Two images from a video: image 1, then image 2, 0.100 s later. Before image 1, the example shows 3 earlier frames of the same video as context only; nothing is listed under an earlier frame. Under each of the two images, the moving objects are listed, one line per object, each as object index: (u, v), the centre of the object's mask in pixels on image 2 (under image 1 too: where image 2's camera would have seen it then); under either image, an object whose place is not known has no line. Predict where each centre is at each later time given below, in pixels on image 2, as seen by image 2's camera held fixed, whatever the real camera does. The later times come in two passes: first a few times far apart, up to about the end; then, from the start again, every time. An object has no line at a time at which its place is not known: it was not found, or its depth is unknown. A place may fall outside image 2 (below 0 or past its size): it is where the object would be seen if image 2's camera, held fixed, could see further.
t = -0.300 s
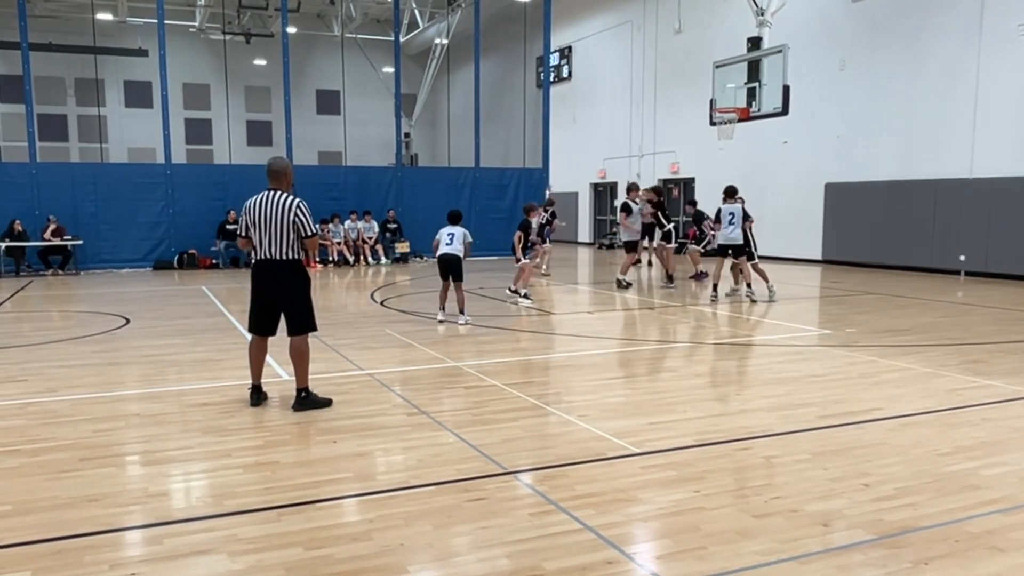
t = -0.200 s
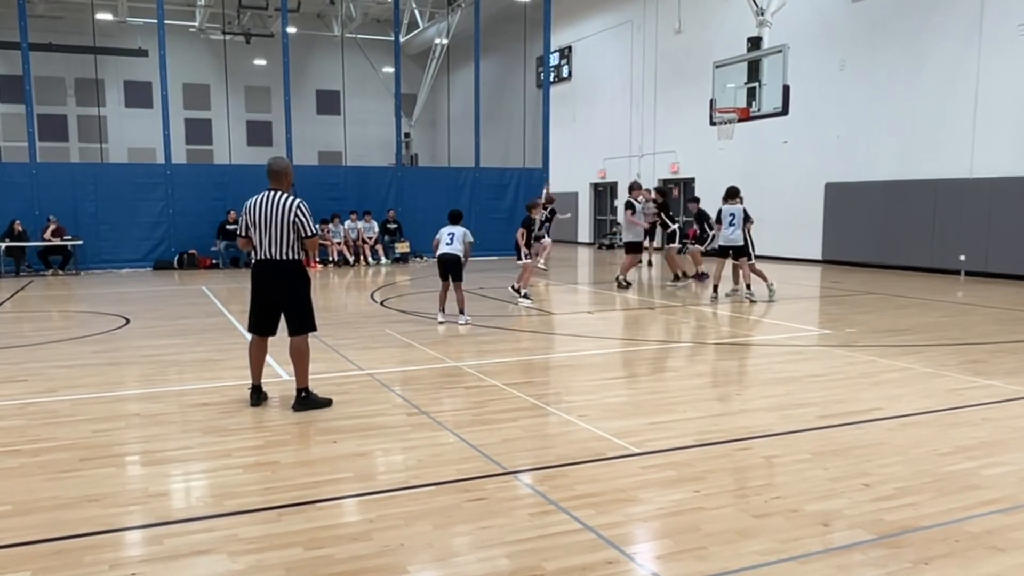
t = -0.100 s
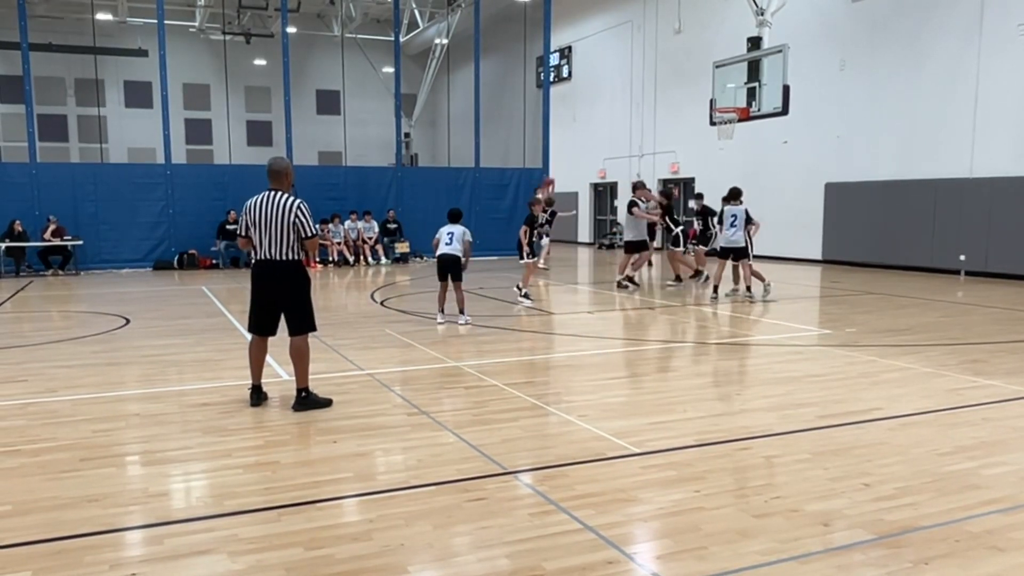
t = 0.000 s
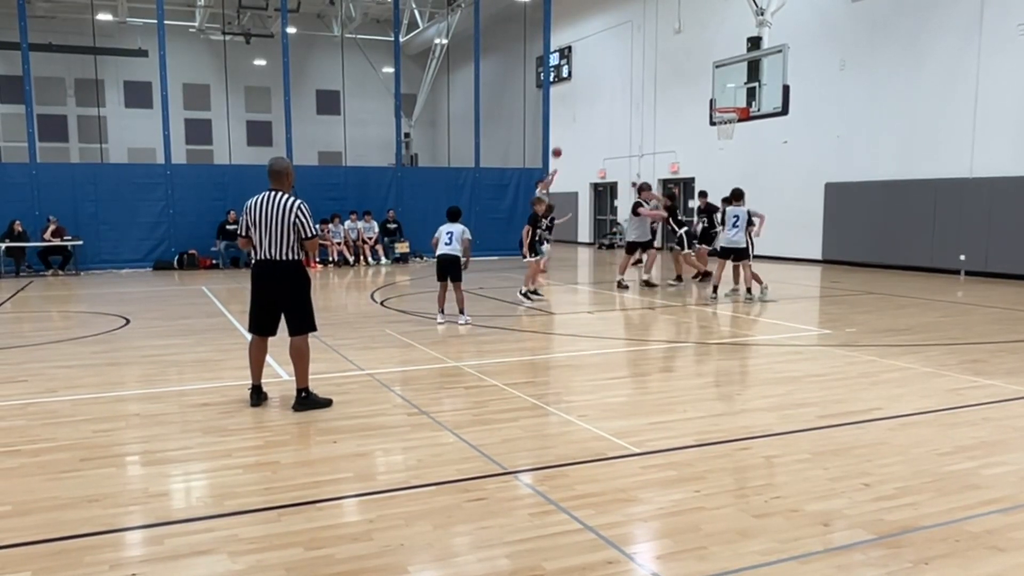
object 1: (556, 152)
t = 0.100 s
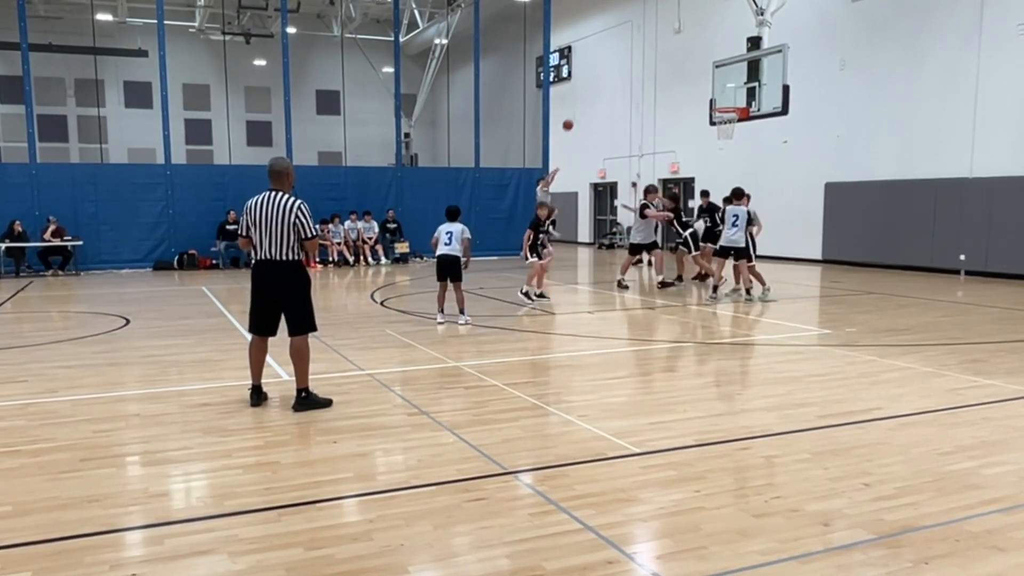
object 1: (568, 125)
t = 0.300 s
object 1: (592, 80)
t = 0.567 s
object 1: (626, 45)
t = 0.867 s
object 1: (670, 47)
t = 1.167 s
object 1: (717, 102)
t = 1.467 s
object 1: (748, 147)
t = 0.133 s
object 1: (571, 117)
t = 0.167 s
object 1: (575, 108)
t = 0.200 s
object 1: (579, 101)
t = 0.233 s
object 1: (583, 93)
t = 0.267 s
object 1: (587, 86)
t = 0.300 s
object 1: (592, 80)
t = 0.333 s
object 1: (596, 74)
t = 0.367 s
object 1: (600, 68)
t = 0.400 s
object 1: (604, 63)
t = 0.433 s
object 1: (608, 58)
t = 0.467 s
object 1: (613, 54)
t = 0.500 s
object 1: (617, 51)
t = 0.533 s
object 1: (622, 48)
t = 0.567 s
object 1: (626, 45)
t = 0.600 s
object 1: (631, 43)
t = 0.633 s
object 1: (636, 41)
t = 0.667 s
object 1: (640, 40)
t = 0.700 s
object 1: (645, 40)
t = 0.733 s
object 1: (650, 40)
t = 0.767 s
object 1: (655, 41)
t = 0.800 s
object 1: (660, 42)
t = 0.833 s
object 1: (664, 44)
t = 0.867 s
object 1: (670, 47)
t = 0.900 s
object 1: (675, 50)
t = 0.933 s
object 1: (680, 54)
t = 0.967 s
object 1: (685, 59)
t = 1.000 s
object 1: (690, 65)
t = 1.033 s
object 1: (696, 71)
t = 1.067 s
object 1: (701, 77)
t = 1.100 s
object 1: (706, 85)
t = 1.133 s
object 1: (712, 93)
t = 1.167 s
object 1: (717, 102)
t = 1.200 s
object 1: (722, 112)
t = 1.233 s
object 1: (728, 121)
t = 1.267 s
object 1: (731, 125)
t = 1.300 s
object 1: (734, 127)
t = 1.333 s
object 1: (737, 129)
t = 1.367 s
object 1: (740, 133)
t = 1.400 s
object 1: (742, 137)
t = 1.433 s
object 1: (745, 142)
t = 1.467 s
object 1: (748, 147)
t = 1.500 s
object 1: (751, 153)
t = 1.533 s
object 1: (753, 160)
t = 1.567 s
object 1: (756, 167)
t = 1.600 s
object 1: (759, 175)
